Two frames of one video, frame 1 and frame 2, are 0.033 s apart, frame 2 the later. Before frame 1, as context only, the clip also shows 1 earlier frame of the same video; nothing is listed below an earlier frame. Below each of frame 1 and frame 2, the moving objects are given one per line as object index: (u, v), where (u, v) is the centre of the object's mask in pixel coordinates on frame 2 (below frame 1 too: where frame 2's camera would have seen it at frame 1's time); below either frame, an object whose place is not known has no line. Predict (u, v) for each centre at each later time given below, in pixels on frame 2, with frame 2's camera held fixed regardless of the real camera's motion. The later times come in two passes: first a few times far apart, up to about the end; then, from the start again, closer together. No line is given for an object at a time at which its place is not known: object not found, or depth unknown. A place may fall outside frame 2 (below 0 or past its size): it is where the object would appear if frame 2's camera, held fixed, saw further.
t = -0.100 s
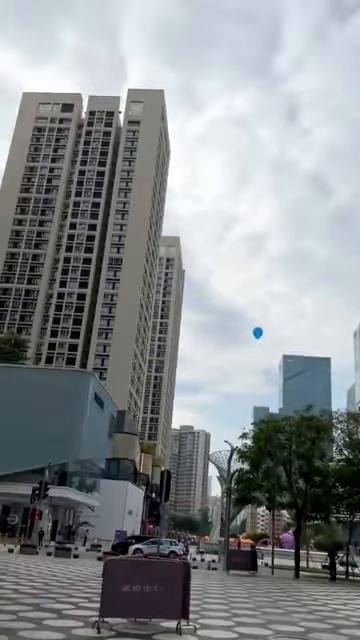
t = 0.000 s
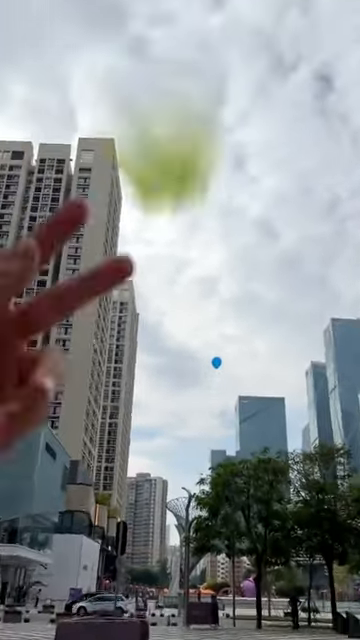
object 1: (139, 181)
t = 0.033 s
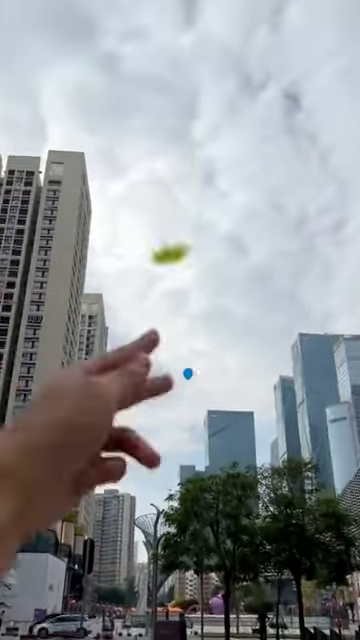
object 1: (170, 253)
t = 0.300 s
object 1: (186, 286)
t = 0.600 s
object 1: (187, 289)
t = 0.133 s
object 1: (185, 281)
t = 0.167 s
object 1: (186, 283)
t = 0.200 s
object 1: (186, 284)
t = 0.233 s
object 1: (186, 284)
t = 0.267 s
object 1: (186, 285)
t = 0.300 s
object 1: (186, 286)
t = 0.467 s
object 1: (186, 289)
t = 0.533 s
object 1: (187, 289)
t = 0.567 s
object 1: (187, 289)
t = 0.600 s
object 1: (187, 289)
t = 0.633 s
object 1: (186, 289)
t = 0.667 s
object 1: (187, 290)
